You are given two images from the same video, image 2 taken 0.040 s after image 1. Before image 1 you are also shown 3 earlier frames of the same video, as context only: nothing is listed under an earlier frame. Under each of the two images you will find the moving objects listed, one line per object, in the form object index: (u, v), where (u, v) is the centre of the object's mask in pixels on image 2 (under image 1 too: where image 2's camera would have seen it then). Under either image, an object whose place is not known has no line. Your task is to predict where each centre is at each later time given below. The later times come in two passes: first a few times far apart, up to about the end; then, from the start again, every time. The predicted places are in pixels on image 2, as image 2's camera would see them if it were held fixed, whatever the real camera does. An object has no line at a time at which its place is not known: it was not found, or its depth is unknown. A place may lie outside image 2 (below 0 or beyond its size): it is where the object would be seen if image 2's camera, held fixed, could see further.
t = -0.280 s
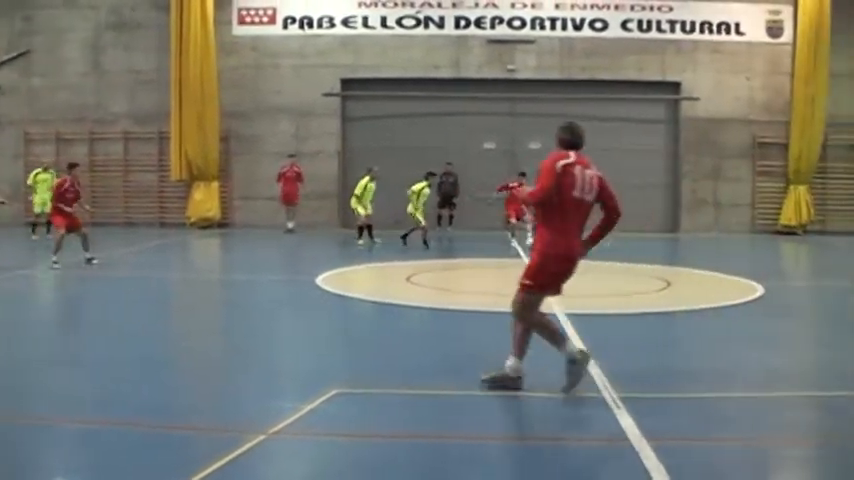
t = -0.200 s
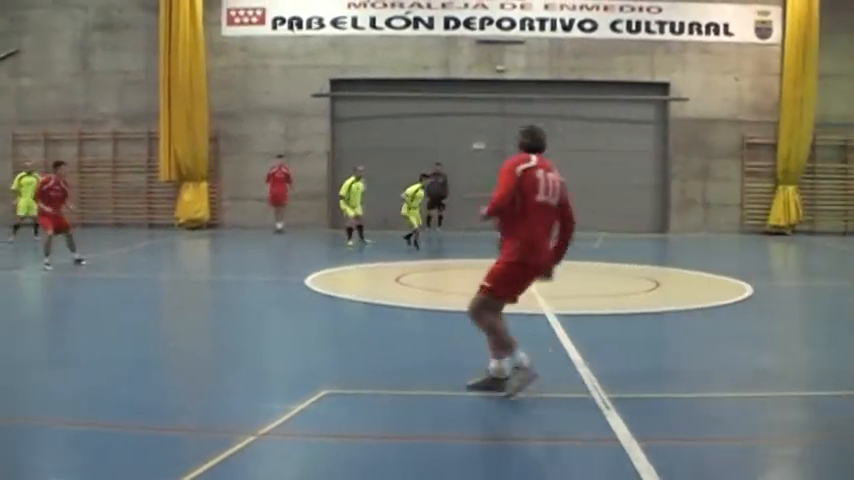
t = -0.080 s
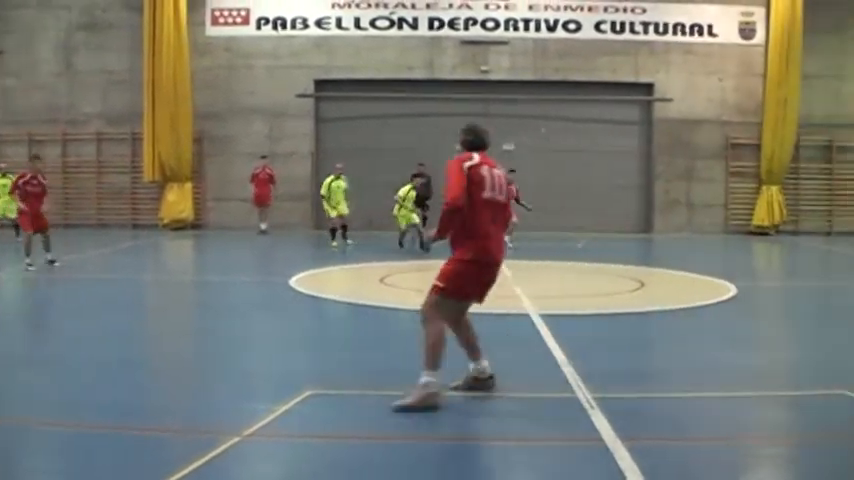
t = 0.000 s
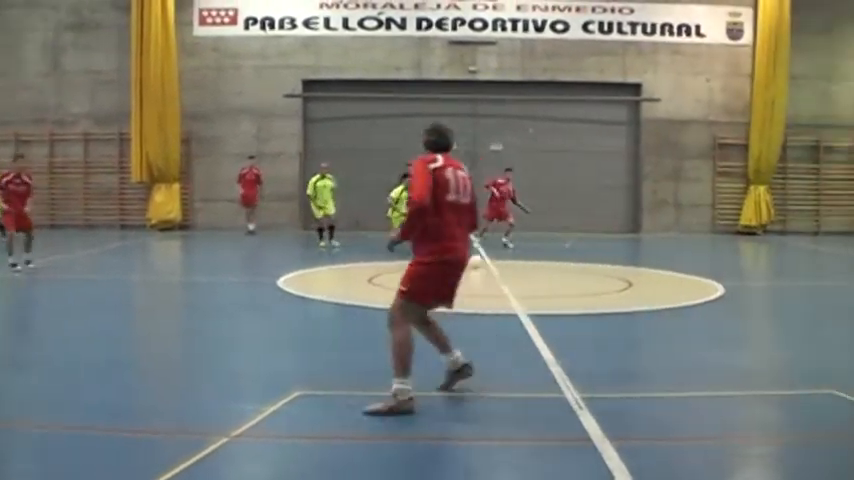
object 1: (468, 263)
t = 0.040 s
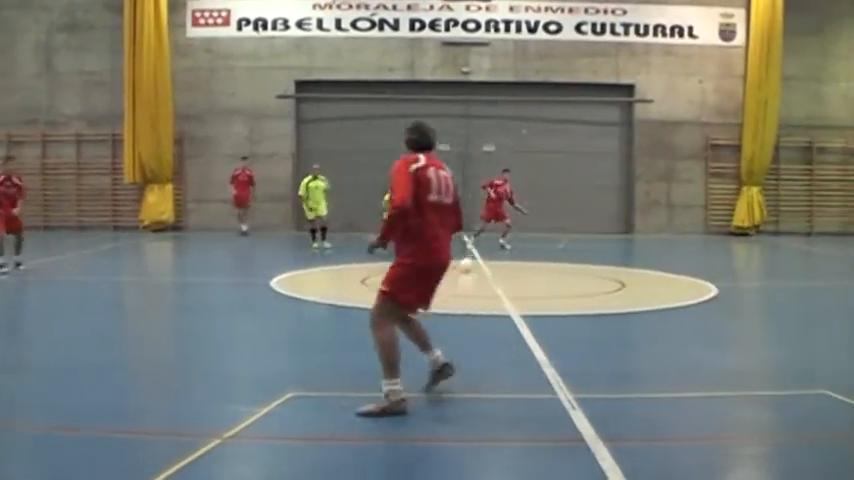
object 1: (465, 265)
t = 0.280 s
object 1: (444, 284)
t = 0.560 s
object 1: (409, 313)
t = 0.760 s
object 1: (377, 340)
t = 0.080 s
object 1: (463, 268)
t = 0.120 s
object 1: (459, 271)
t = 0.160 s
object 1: (455, 274)
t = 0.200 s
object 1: (452, 277)
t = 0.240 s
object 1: (448, 280)
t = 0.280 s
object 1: (444, 284)
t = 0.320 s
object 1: (440, 287)
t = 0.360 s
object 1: (435, 290)
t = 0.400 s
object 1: (431, 294)
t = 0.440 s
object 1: (425, 299)
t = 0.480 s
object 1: (420, 301)
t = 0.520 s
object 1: (415, 308)
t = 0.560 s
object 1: (409, 313)
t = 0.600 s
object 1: (403, 318)
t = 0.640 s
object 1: (397, 322)
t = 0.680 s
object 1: (391, 327)
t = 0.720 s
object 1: (384, 333)
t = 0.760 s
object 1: (377, 340)
